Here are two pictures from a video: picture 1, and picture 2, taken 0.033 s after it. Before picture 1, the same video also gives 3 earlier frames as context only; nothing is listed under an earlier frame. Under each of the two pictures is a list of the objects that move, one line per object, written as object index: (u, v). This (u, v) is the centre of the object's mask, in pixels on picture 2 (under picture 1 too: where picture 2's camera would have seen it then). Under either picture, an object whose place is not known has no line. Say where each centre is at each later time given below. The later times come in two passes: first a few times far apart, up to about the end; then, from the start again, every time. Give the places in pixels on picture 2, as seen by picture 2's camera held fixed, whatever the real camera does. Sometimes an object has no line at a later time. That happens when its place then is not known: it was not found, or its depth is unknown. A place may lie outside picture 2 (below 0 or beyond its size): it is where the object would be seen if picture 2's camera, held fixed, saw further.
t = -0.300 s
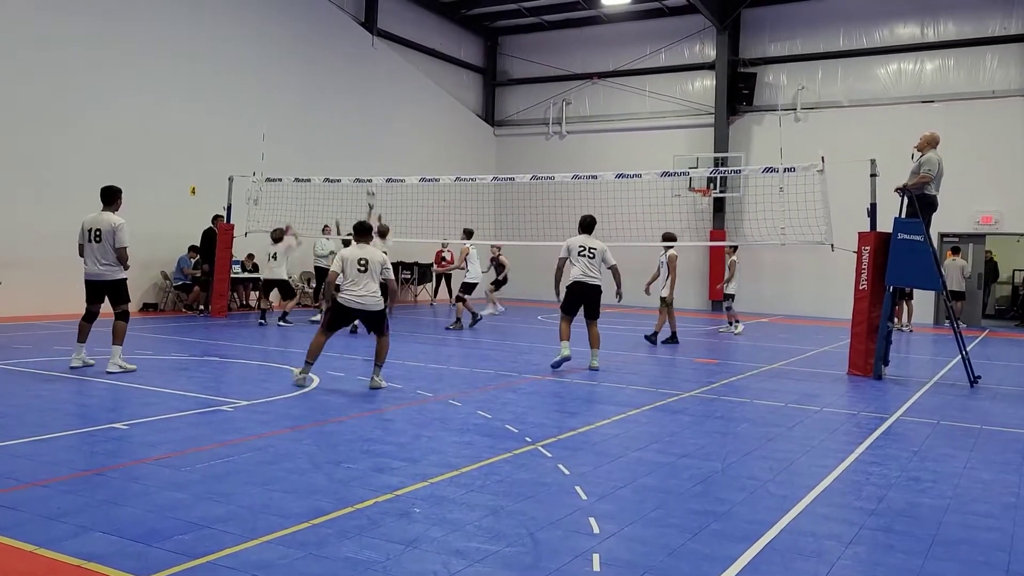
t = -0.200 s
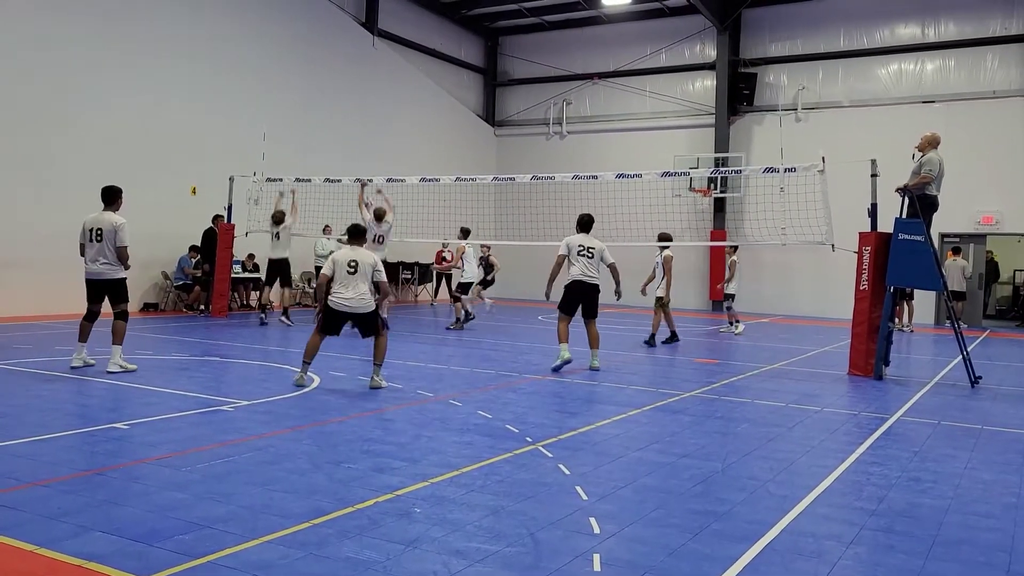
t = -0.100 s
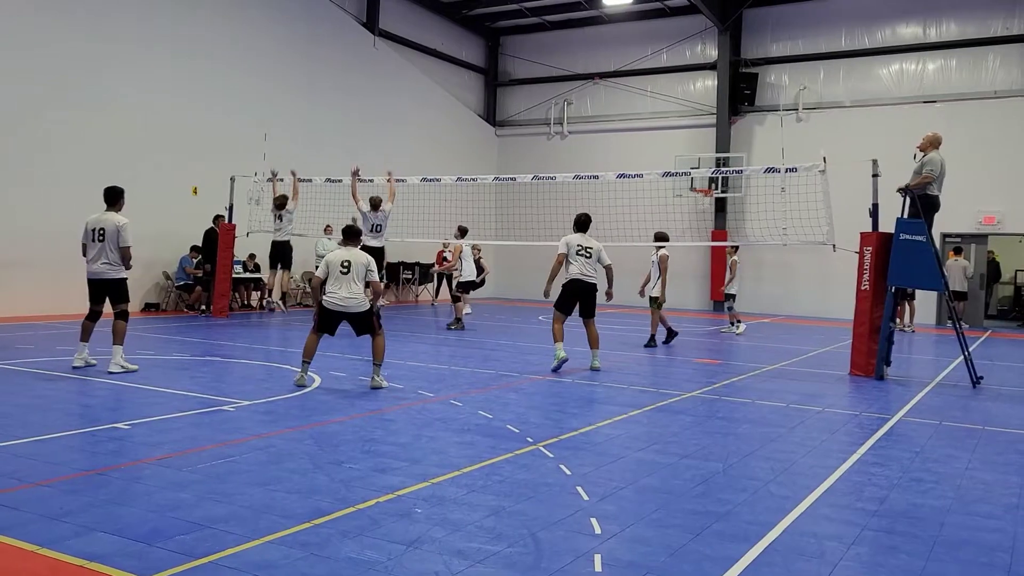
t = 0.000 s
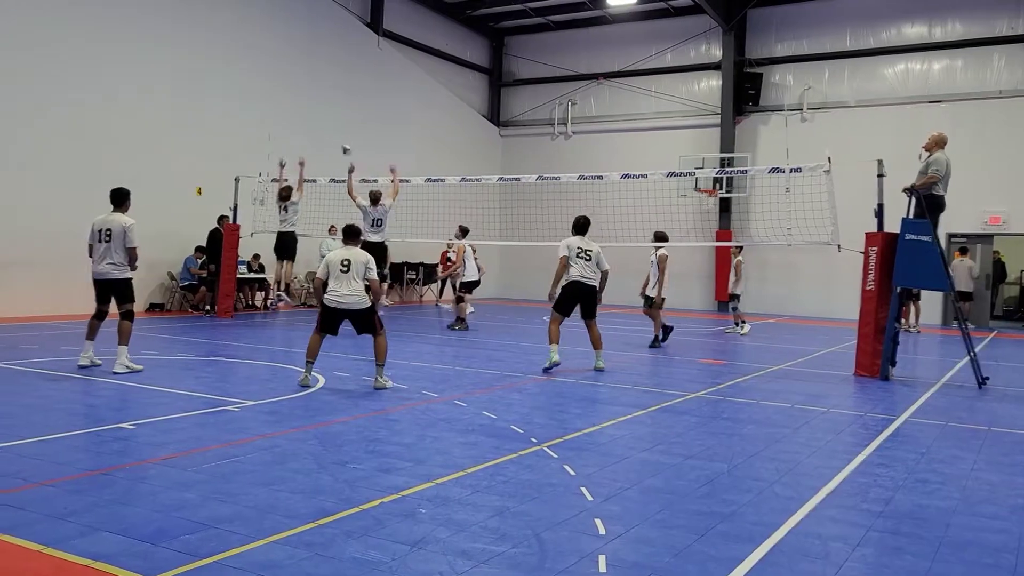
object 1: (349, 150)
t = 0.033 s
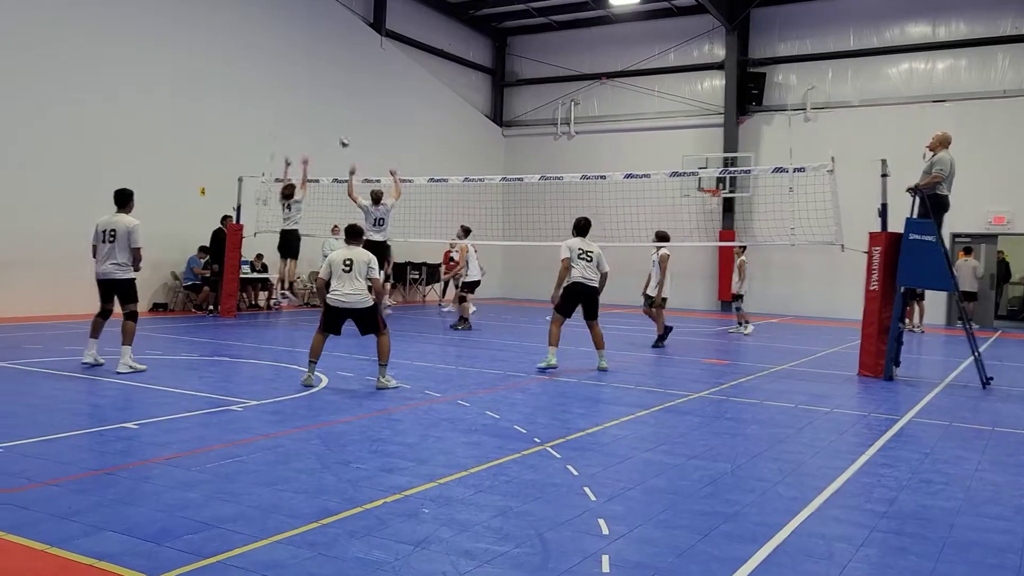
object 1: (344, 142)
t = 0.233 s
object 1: (315, 104)
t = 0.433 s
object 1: (279, 88)
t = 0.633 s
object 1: (238, 98)
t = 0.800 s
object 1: (197, 132)
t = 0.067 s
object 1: (340, 134)
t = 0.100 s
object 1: (335, 127)
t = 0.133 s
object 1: (330, 121)
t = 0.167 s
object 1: (325, 115)
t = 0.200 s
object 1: (320, 110)
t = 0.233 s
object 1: (315, 104)
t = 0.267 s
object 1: (310, 101)
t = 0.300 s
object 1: (304, 97)
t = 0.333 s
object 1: (298, 95)
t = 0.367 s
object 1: (292, 91)
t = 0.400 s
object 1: (286, 89)
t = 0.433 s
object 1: (279, 88)
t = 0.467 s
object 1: (273, 88)
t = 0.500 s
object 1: (266, 87)
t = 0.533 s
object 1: (259, 89)
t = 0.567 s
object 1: (252, 90)
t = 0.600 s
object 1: (246, 94)
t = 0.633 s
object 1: (238, 98)
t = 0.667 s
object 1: (230, 103)
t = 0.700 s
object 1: (222, 108)
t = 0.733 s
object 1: (214, 114)
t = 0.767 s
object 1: (207, 122)
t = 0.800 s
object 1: (197, 132)
